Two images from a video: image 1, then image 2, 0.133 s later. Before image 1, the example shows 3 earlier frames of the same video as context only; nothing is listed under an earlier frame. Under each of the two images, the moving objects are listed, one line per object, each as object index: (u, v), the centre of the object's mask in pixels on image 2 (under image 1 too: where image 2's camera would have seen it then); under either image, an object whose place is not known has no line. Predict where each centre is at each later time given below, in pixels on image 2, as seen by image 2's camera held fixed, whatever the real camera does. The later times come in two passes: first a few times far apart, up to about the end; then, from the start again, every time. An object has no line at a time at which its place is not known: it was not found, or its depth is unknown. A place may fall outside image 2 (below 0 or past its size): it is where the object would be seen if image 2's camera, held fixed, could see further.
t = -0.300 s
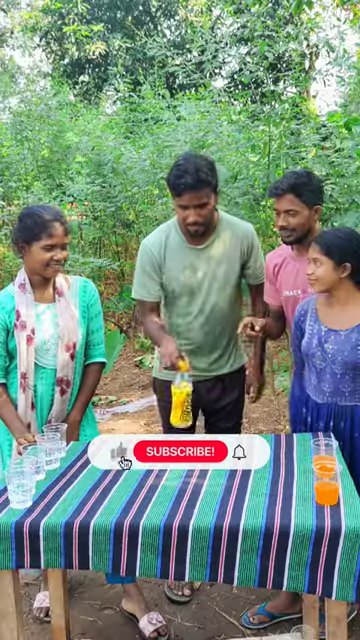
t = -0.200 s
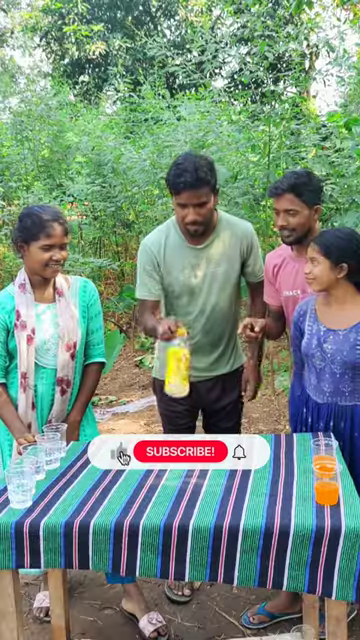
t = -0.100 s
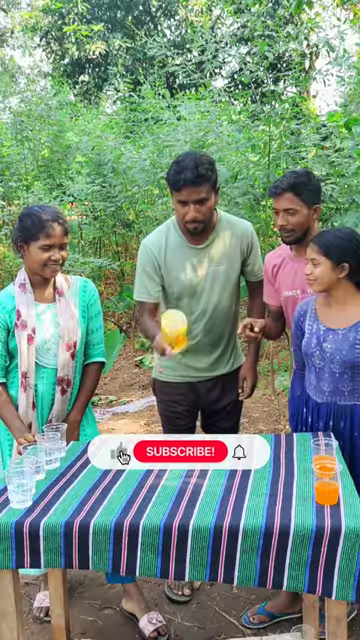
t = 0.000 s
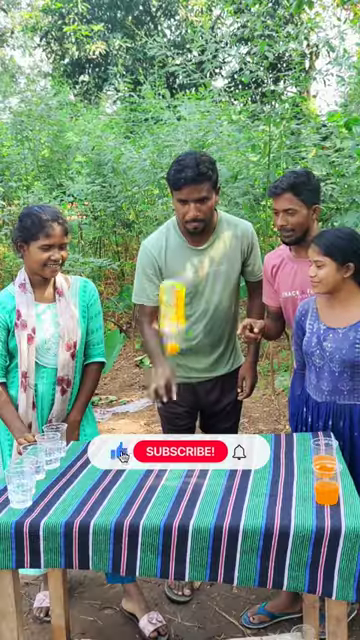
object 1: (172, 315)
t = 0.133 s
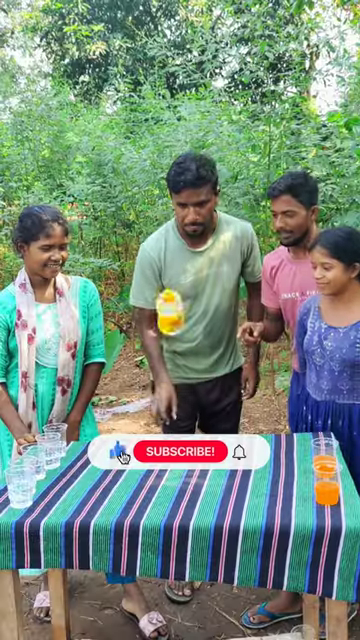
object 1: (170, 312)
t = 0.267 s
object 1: (169, 384)
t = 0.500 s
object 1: (165, 411)
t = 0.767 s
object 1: (166, 412)
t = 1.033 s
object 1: (166, 412)
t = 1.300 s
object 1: (166, 412)
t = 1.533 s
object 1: (165, 412)
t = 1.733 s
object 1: (165, 412)
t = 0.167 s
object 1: (169, 323)
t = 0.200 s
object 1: (169, 339)
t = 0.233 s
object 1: (169, 360)
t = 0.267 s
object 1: (169, 384)
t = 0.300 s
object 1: (168, 403)
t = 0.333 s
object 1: (166, 410)
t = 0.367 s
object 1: (164, 411)
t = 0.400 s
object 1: (163, 412)
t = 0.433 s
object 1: (163, 412)
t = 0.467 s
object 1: (163, 412)
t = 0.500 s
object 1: (165, 411)
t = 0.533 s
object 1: (166, 411)
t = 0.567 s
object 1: (166, 411)
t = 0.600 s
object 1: (166, 411)
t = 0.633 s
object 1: (166, 411)
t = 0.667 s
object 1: (166, 411)
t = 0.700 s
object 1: (166, 411)
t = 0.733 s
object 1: (166, 412)
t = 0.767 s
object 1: (166, 412)
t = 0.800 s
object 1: (166, 412)
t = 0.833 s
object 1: (166, 412)
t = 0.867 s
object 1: (166, 412)
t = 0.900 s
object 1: (166, 412)
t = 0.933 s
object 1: (166, 412)
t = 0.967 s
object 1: (166, 412)
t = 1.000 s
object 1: (166, 412)
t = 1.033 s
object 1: (166, 412)
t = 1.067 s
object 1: (166, 412)
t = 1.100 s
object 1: (166, 412)
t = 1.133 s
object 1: (166, 412)
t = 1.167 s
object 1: (166, 412)
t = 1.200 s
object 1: (166, 412)
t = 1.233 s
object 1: (166, 412)
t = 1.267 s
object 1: (166, 412)
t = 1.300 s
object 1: (166, 412)
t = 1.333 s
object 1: (166, 412)
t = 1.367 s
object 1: (166, 412)
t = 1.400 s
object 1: (166, 412)
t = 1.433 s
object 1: (166, 412)
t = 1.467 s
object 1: (166, 412)
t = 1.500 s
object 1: (166, 412)
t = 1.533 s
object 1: (165, 412)
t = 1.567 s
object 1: (165, 412)
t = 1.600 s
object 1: (165, 412)
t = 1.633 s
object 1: (165, 412)
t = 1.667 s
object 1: (166, 413)
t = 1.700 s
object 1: (166, 412)
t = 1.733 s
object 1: (165, 412)
